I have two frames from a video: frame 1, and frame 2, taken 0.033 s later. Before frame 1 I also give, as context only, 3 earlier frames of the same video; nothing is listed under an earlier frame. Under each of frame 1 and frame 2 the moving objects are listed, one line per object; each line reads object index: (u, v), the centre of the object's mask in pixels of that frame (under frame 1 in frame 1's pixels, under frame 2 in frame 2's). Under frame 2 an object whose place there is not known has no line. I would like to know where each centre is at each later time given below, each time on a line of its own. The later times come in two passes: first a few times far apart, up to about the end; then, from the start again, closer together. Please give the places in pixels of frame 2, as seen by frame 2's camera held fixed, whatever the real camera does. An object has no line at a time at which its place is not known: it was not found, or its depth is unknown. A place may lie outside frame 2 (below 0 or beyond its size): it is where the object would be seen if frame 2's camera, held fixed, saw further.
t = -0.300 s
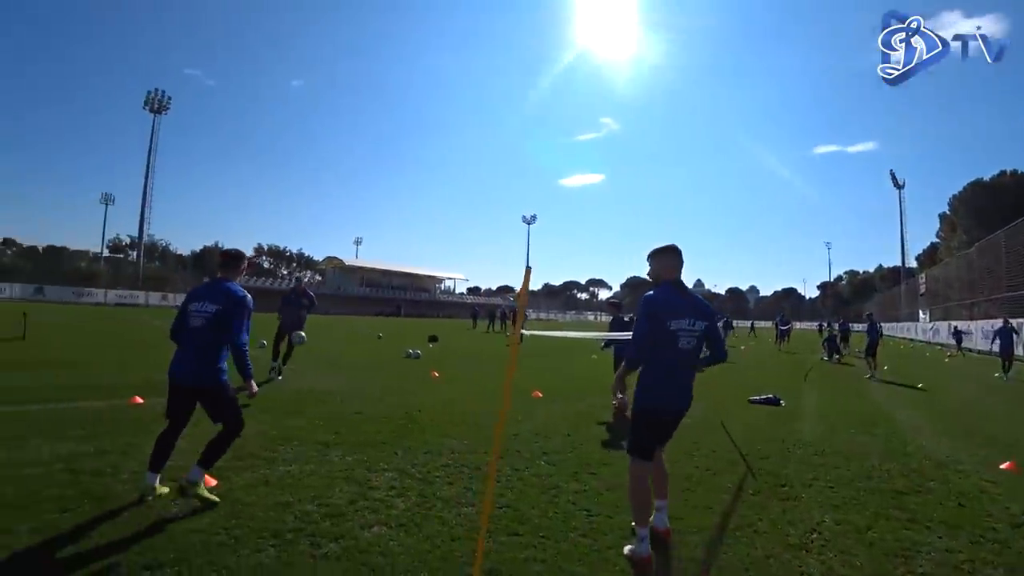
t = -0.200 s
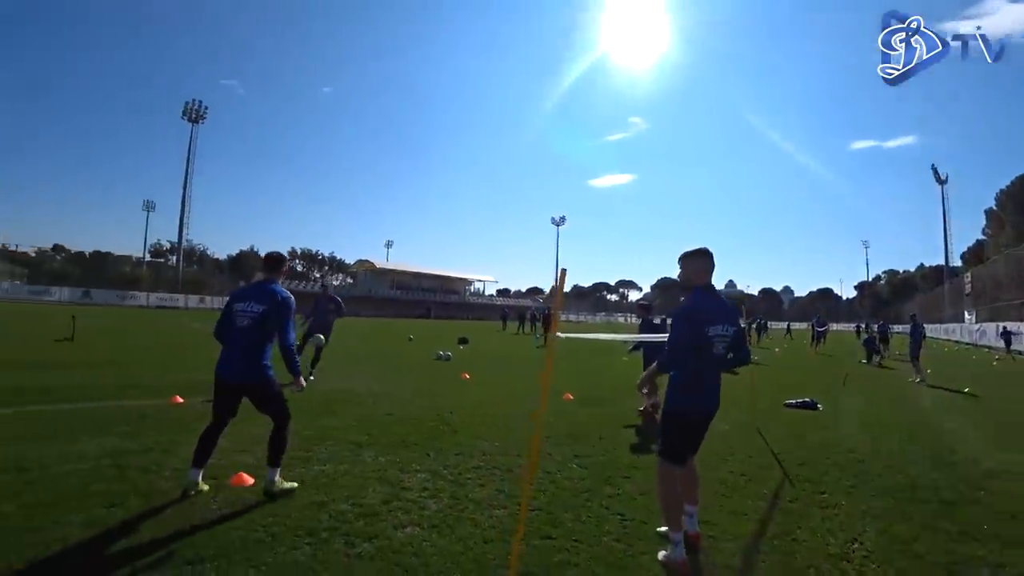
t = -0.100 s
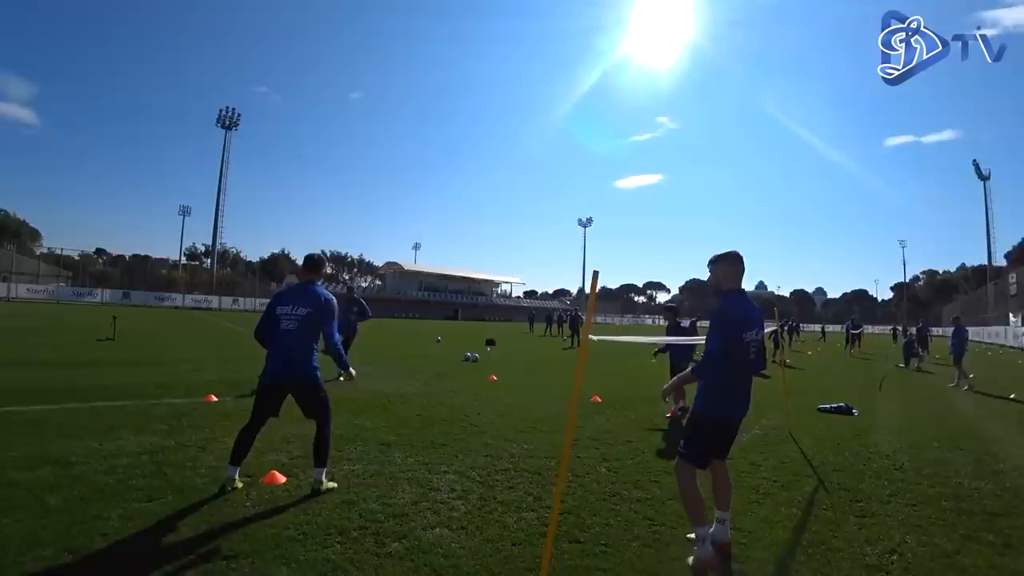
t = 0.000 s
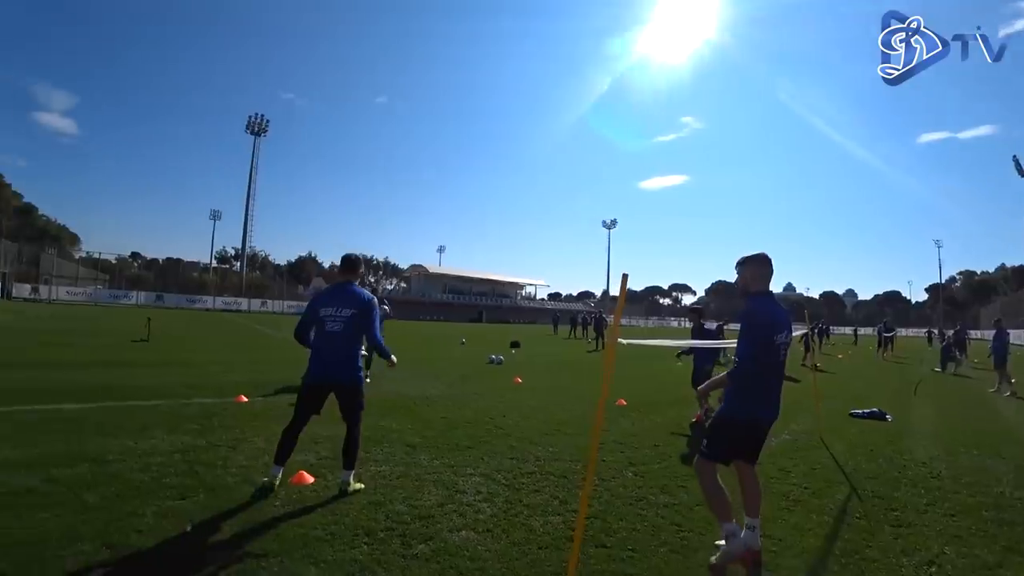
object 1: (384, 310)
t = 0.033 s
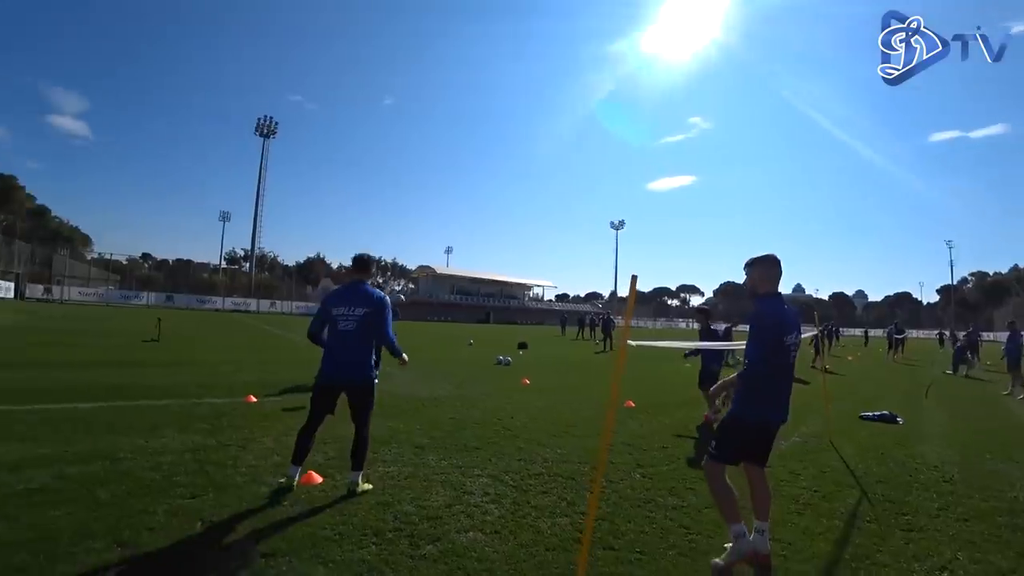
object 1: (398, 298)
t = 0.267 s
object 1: (451, 232)
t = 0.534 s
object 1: (511, 191)
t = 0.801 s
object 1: (571, 192)
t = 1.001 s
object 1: (616, 222)
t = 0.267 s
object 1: (451, 232)
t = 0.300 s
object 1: (459, 225)
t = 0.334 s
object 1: (466, 218)
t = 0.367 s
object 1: (474, 212)
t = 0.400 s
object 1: (482, 207)
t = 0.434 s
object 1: (489, 202)
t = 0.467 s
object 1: (497, 198)
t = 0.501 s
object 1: (504, 194)
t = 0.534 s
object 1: (511, 191)
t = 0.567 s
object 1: (519, 189)
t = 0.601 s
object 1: (526, 187)
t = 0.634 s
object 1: (534, 186)
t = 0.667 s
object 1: (541, 186)
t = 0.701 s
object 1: (548, 187)
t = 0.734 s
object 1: (556, 188)
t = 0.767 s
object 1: (563, 190)
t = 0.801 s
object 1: (571, 192)
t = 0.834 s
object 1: (578, 195)
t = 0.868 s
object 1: (586, 199)
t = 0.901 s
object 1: (593, 204)
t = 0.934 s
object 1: (600, 209)
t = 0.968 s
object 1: (608, 215)
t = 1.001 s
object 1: (616, 222)
